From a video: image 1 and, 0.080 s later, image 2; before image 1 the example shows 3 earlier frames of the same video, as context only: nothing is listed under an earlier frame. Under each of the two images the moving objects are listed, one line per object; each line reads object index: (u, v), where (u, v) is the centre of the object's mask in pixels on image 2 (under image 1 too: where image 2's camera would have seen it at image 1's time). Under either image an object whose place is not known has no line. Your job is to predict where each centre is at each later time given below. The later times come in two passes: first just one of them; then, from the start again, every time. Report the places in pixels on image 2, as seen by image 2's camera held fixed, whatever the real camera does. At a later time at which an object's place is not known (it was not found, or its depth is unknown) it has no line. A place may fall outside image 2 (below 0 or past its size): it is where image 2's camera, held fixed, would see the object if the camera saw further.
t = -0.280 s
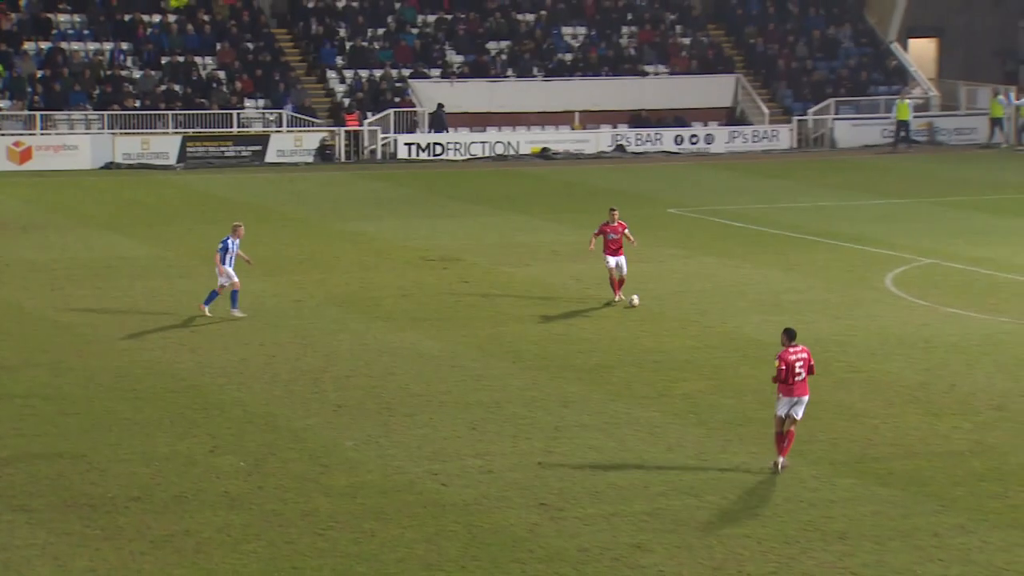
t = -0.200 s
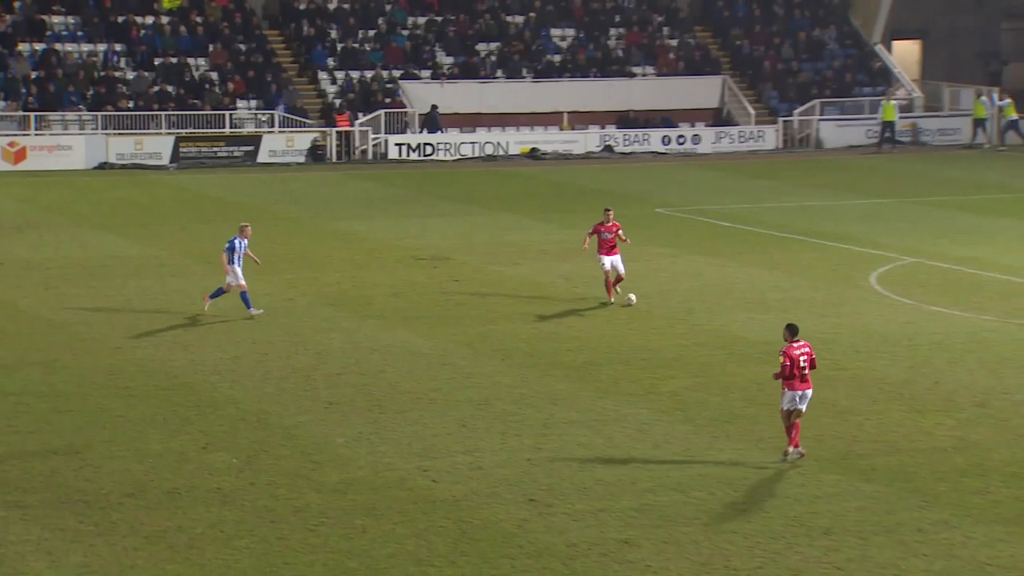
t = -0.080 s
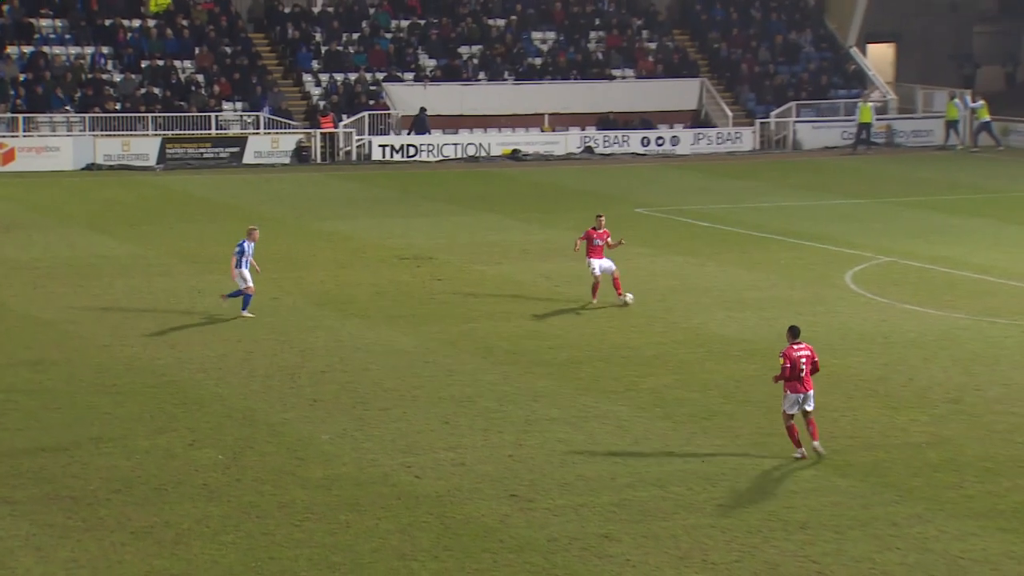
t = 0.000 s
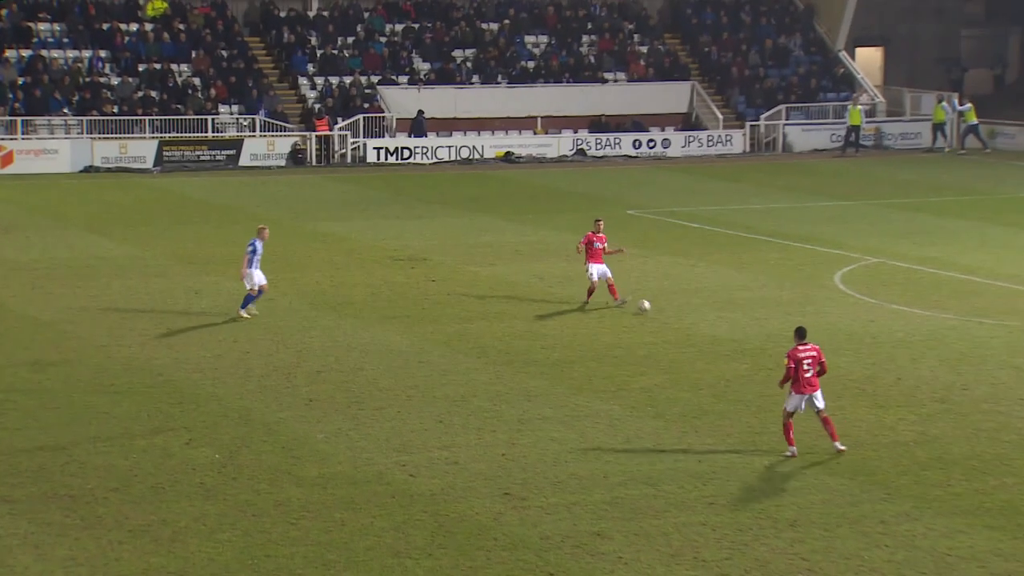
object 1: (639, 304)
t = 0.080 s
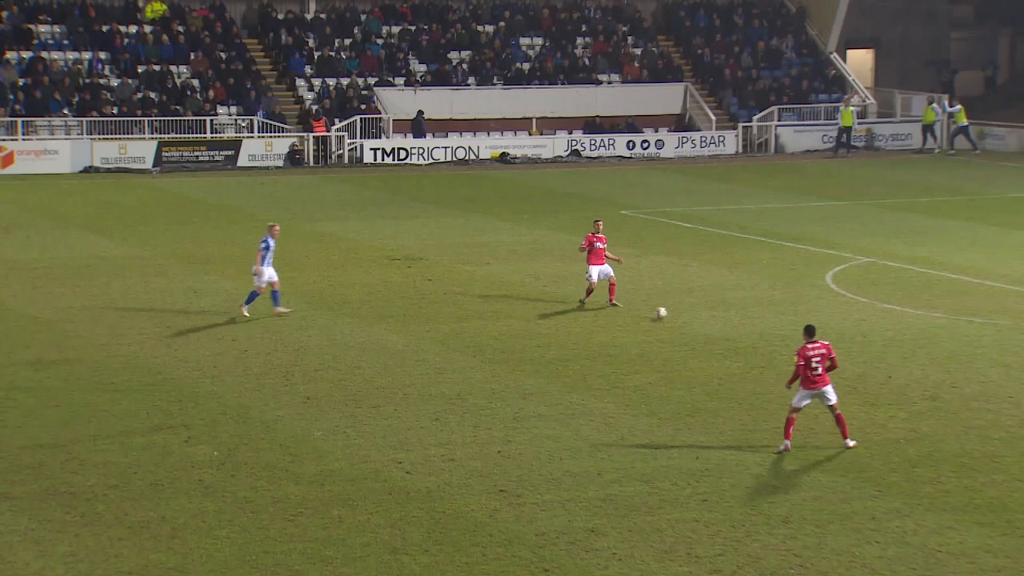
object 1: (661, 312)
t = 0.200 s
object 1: (691, 320)
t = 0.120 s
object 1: (672, 314)
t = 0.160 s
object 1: (681, 317)
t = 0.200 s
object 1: (691, 320)
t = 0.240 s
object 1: (700, 325)
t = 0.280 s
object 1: (708, 328)
